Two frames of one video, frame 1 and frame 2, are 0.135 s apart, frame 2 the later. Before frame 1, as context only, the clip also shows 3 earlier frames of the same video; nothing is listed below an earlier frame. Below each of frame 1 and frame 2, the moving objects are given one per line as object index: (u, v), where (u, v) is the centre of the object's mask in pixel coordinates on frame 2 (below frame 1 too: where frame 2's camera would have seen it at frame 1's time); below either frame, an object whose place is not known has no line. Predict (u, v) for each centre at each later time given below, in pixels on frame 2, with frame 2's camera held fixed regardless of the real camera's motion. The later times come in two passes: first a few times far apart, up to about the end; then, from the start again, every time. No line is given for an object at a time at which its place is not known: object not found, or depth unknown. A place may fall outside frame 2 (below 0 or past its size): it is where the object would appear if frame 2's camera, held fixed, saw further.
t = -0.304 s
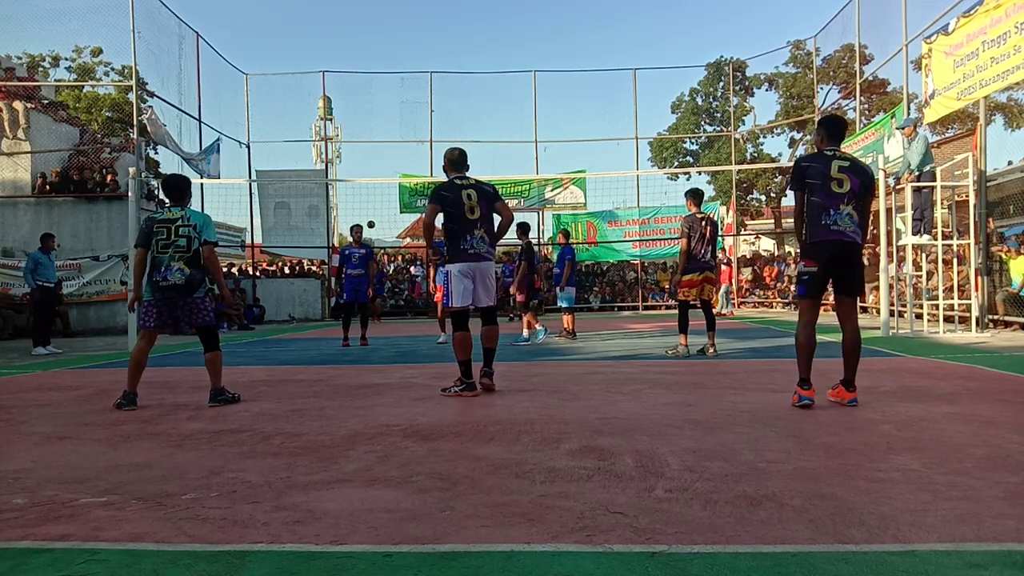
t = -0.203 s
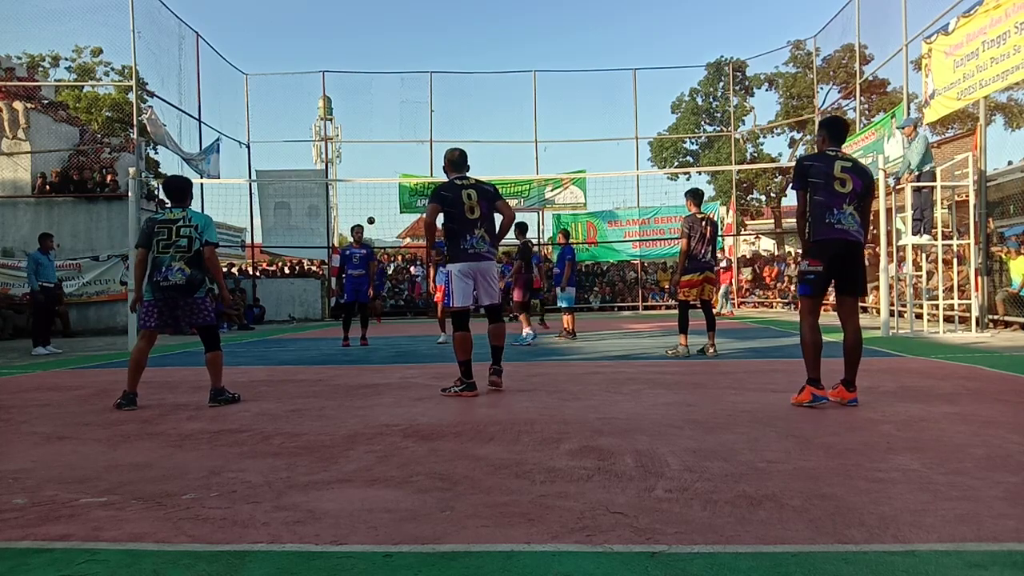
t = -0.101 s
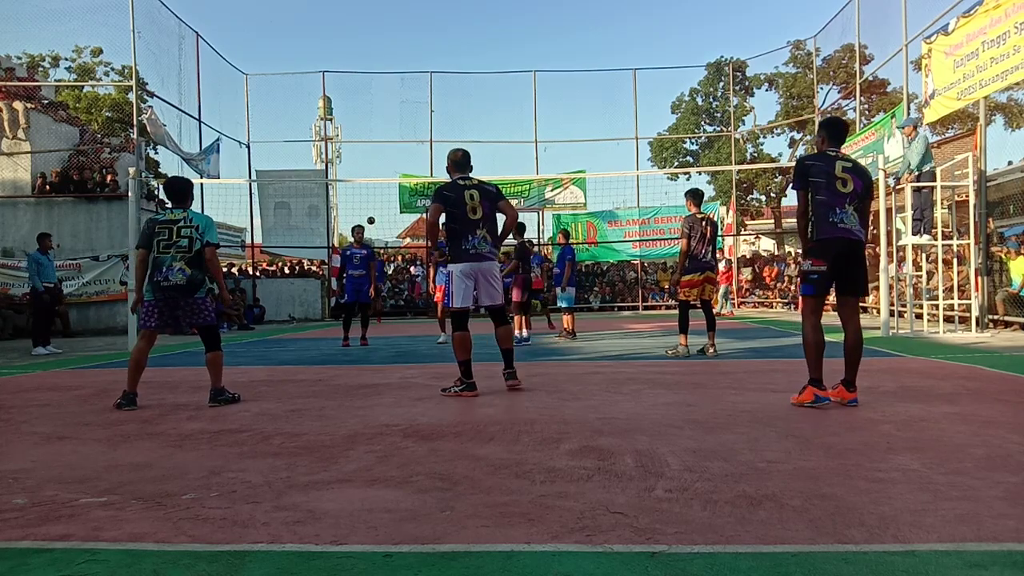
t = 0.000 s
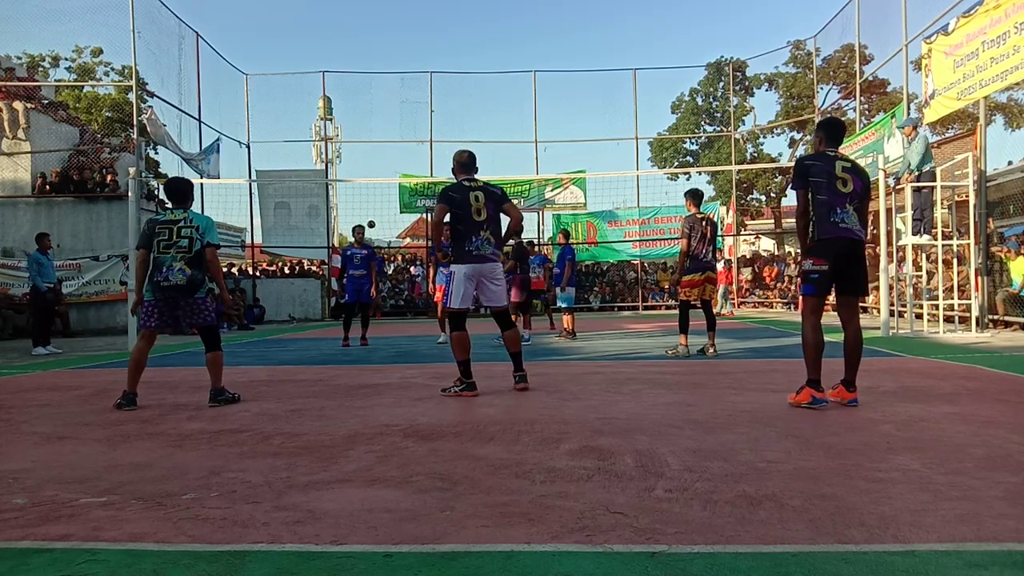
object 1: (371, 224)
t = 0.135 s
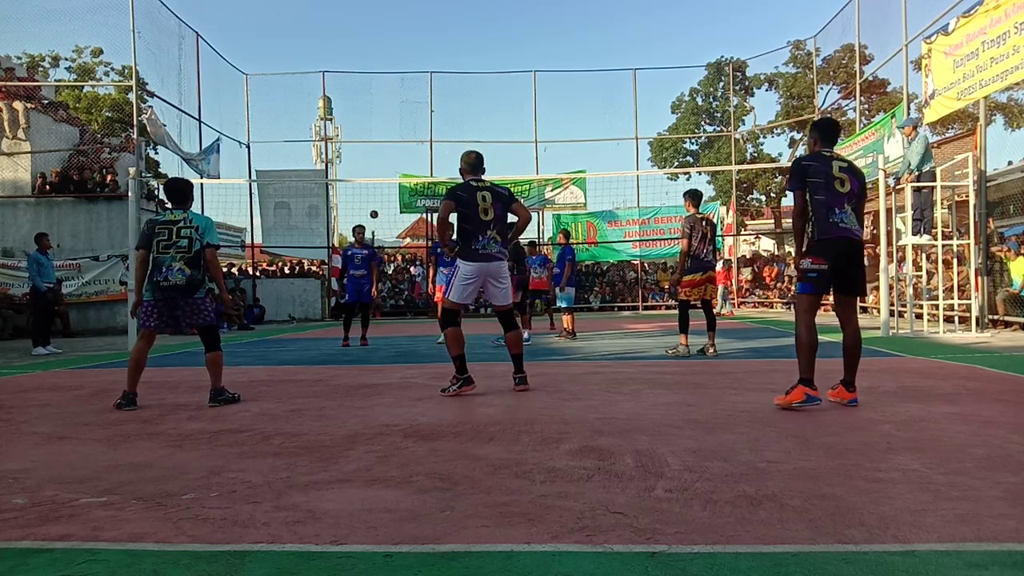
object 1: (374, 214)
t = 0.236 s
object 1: (379, 189)
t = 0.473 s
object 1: (390, 136)
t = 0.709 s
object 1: (400, 93)
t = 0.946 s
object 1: (407, 75)
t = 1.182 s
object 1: (422, 109)
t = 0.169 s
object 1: (375, 206)
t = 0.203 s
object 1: (377, 197)
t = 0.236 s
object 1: (379, 189)
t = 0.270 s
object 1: (381, 184)
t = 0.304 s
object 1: (382, 173)
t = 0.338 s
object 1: (383, 166)
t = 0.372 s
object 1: (385, 159)
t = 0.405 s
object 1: (387, 151)
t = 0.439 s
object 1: (388, 144)
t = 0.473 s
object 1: (390, 136)
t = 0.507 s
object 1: (392, 129)
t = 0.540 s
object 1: (393, 122)
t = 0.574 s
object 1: (395, 116)
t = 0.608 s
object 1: (396, 109)
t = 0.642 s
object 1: (397, 104)
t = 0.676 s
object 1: (399, 98)
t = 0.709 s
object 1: (400, 93)
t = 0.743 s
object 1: (401, 89)
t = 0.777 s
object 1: (402, 85)
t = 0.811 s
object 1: (403, 82)
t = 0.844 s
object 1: (404, 79)
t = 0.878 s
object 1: (405, 77)
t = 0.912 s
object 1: (406, 76)
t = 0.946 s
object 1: (407, 75)
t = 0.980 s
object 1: (408, 76)
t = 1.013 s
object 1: (410, 78)
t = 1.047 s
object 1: (411, 81)
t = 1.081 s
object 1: (413, 86)
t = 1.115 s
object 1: (415, 92)
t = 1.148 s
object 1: (418, 99)
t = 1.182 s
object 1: (422, 109)
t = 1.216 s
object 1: (426, 121)
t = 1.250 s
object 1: (431, 136)
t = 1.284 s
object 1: (436, 153)
